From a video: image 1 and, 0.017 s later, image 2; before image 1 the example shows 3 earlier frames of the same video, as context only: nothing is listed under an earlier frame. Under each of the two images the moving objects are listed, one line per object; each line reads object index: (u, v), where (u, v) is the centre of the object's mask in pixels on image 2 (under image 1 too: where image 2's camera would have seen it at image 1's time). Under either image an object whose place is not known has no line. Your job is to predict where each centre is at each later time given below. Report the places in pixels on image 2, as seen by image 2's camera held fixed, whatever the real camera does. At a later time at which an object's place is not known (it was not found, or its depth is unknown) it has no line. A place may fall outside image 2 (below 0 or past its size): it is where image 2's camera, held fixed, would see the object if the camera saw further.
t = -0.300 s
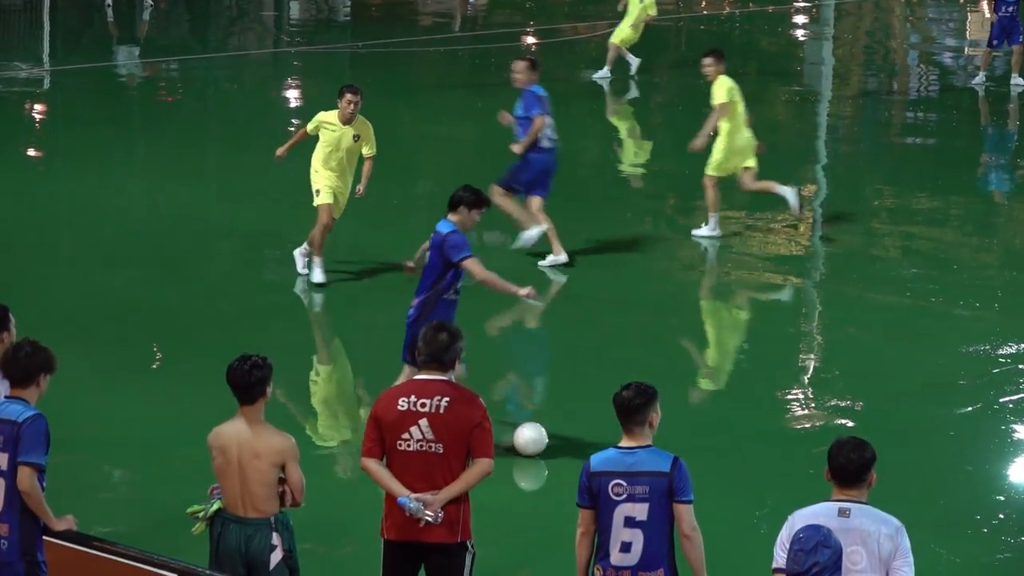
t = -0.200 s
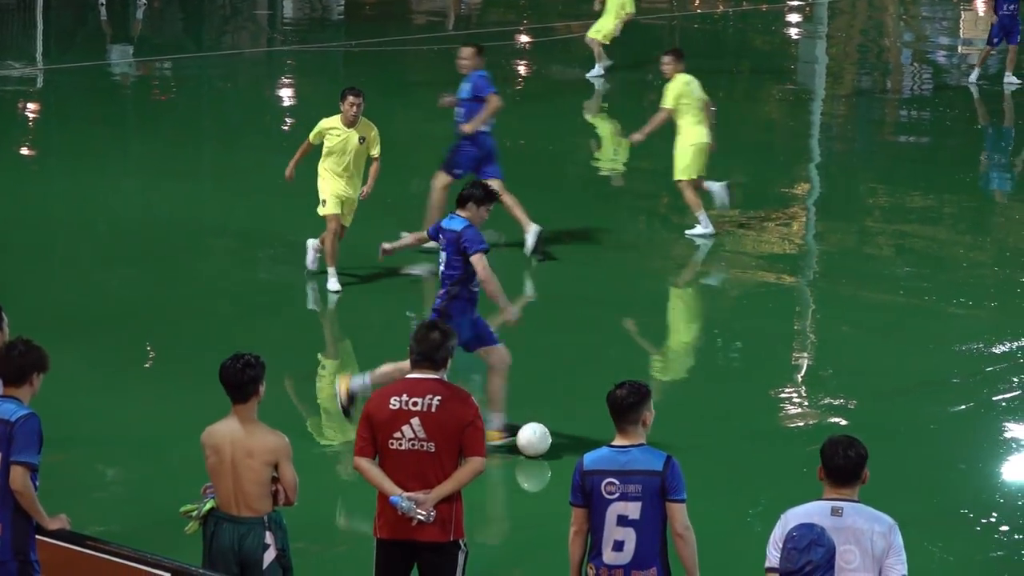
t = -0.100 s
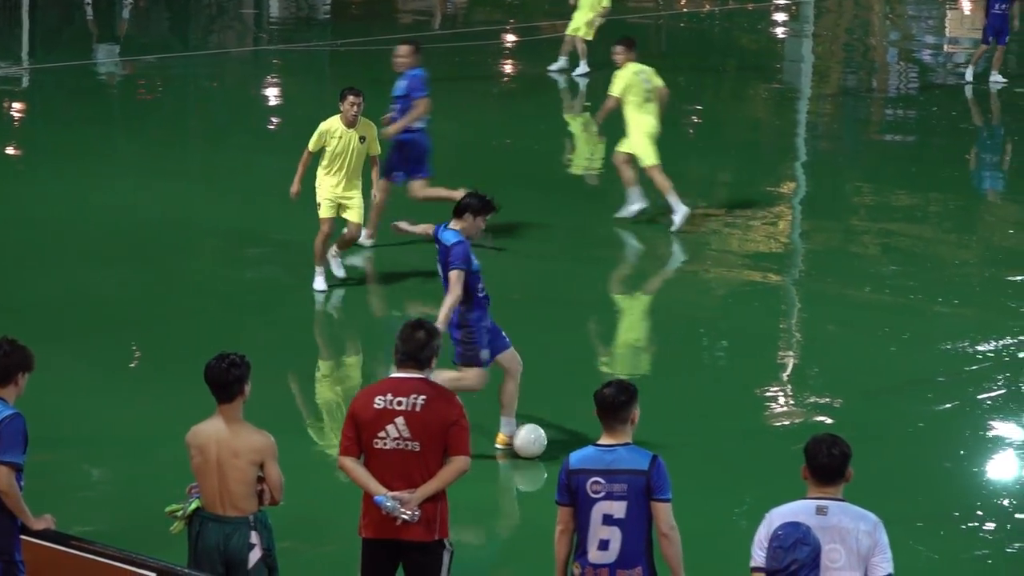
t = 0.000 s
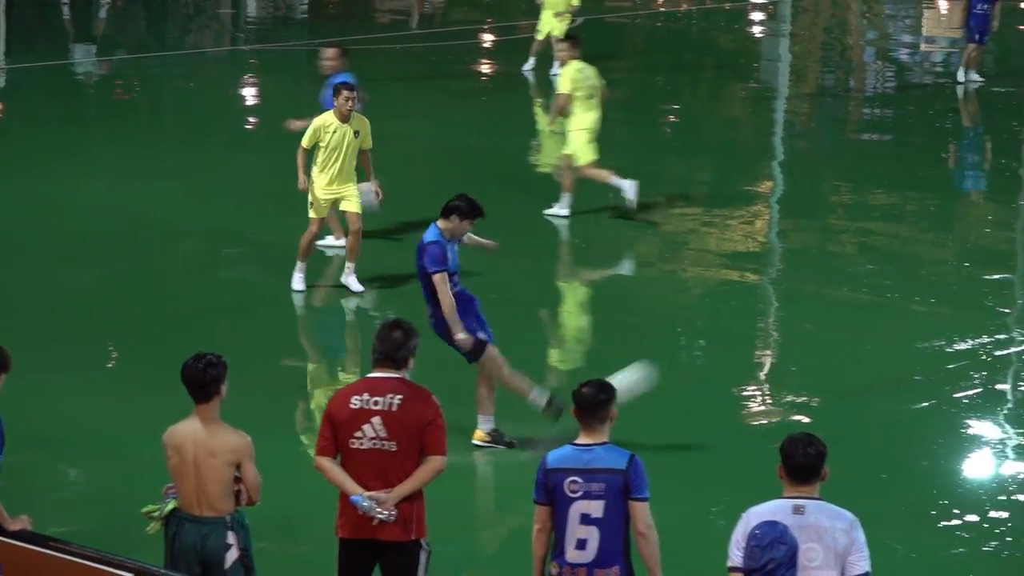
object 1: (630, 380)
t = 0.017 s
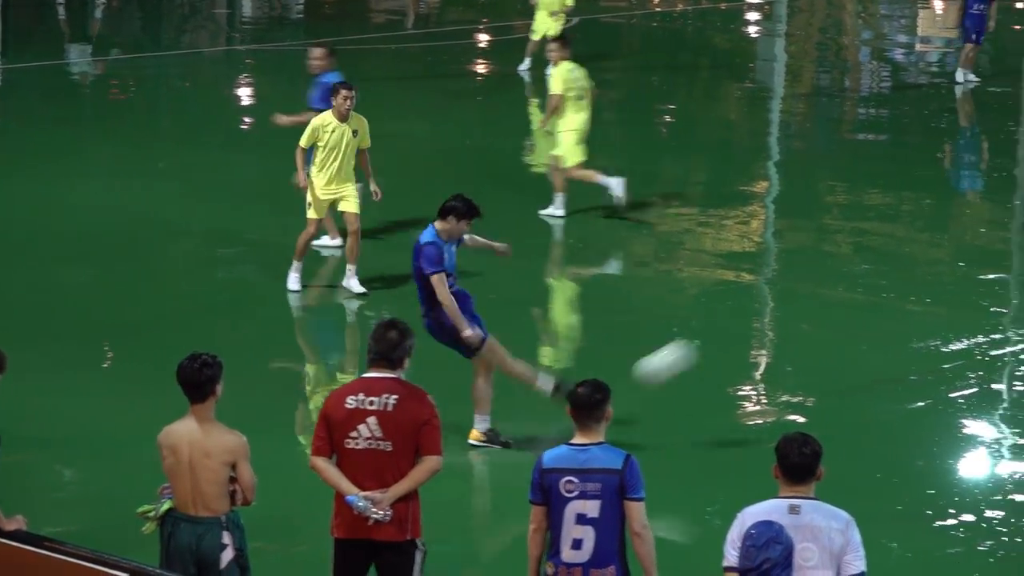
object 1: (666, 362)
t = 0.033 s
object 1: (708, 342)
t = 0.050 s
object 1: (751, 323)
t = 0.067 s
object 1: (792, 302)
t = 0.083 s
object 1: (834, 283)
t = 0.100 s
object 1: (875, 264)
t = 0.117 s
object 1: (915, 246)
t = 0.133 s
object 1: (957, 228)
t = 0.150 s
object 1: (998, 210)
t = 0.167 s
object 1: (1040, 195)
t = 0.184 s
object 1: (1078, 180)
